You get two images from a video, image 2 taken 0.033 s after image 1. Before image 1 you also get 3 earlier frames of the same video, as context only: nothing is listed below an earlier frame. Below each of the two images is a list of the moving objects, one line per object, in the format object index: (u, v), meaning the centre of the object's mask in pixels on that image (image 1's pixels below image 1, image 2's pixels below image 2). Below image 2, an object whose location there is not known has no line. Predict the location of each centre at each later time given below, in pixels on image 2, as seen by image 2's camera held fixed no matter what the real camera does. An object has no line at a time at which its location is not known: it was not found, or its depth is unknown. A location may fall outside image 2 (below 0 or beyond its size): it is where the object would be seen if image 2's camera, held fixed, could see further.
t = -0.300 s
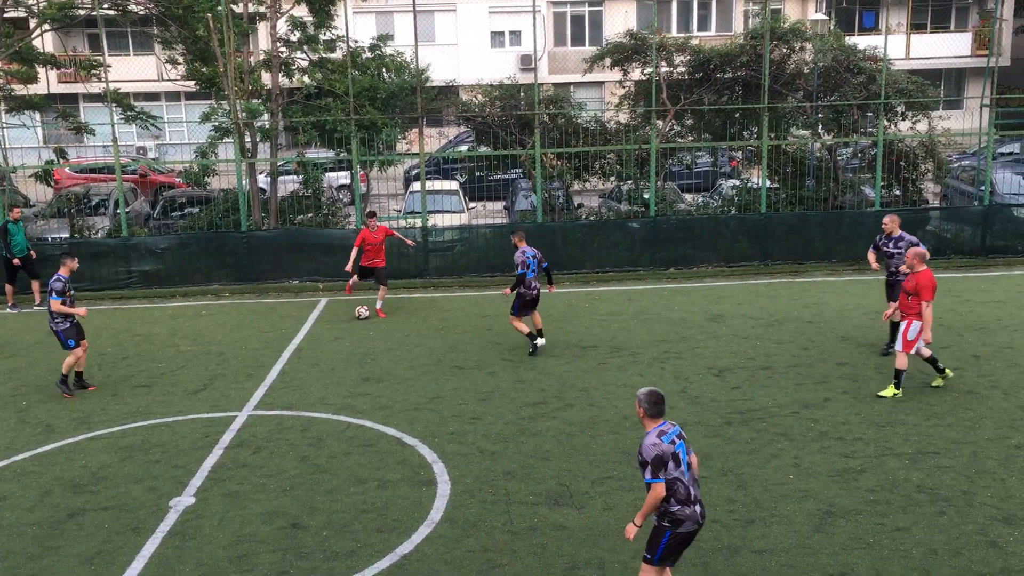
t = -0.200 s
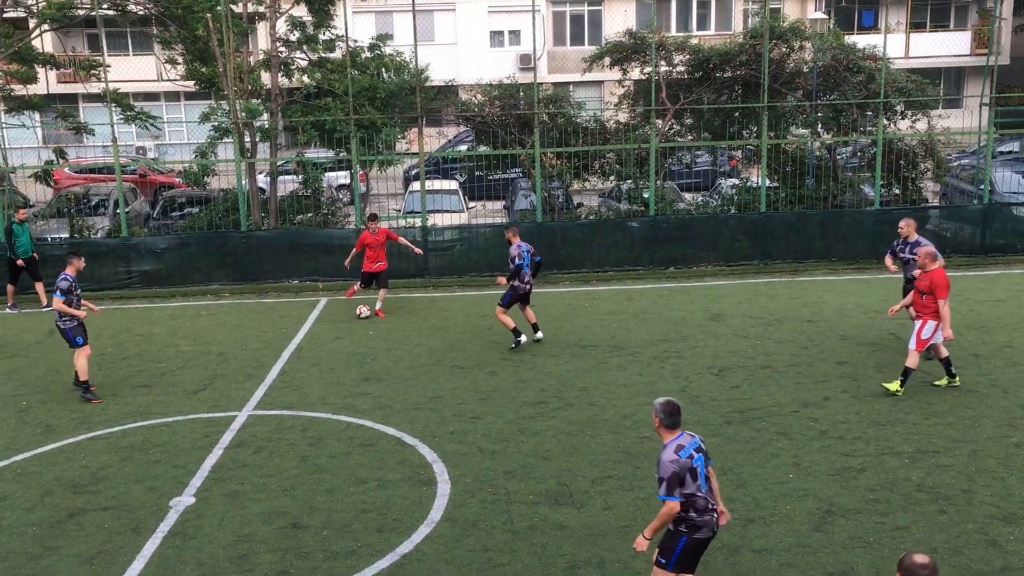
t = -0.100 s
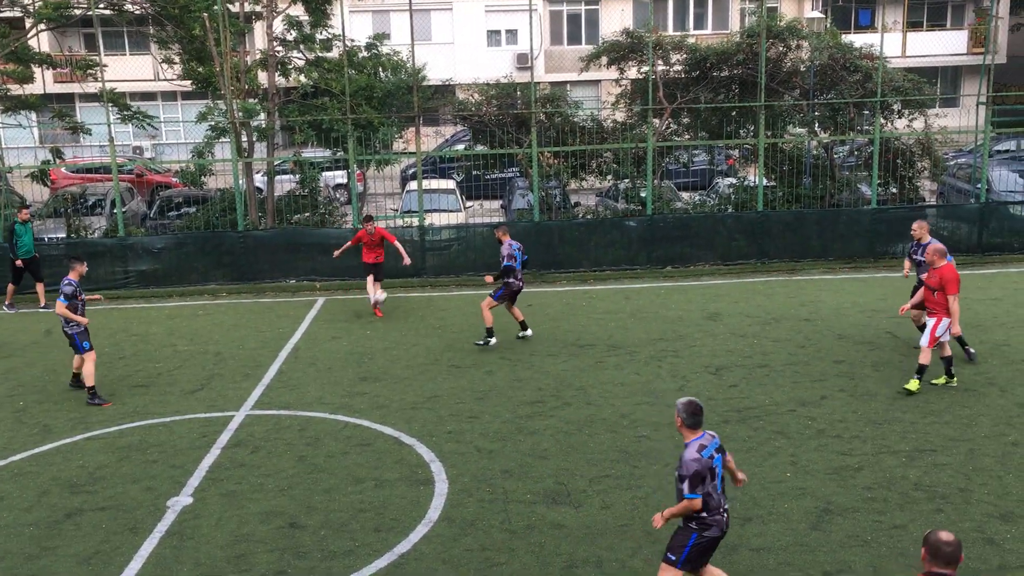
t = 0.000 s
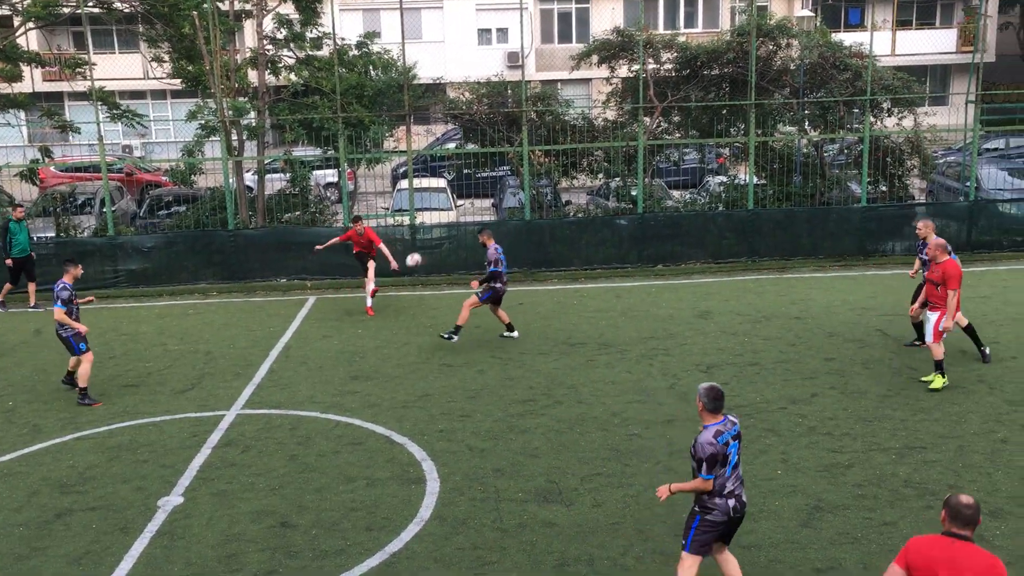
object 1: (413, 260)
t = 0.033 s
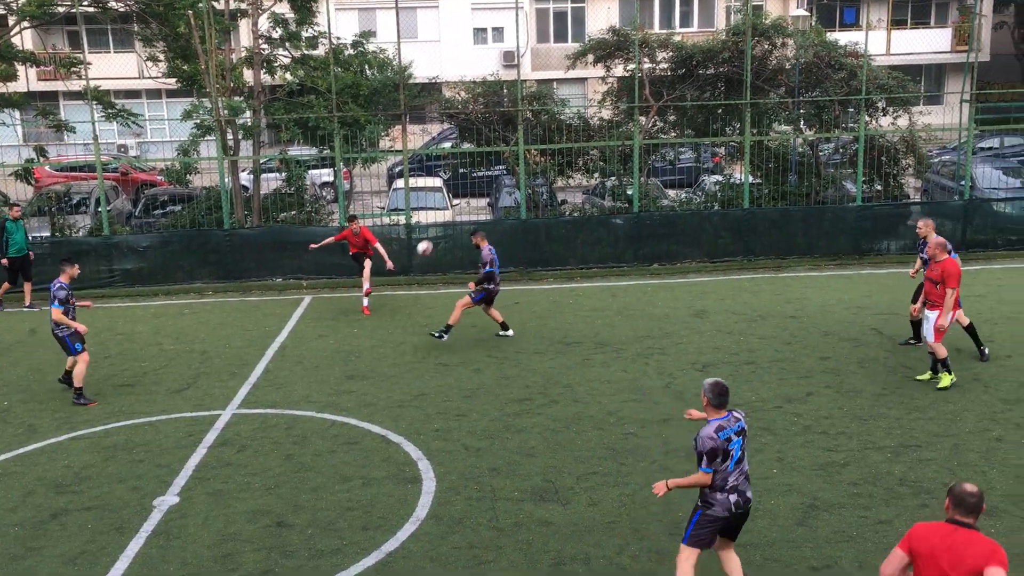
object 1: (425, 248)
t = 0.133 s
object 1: (473, 214)
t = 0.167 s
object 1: (491, 203)
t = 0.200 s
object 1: (508, 193)
